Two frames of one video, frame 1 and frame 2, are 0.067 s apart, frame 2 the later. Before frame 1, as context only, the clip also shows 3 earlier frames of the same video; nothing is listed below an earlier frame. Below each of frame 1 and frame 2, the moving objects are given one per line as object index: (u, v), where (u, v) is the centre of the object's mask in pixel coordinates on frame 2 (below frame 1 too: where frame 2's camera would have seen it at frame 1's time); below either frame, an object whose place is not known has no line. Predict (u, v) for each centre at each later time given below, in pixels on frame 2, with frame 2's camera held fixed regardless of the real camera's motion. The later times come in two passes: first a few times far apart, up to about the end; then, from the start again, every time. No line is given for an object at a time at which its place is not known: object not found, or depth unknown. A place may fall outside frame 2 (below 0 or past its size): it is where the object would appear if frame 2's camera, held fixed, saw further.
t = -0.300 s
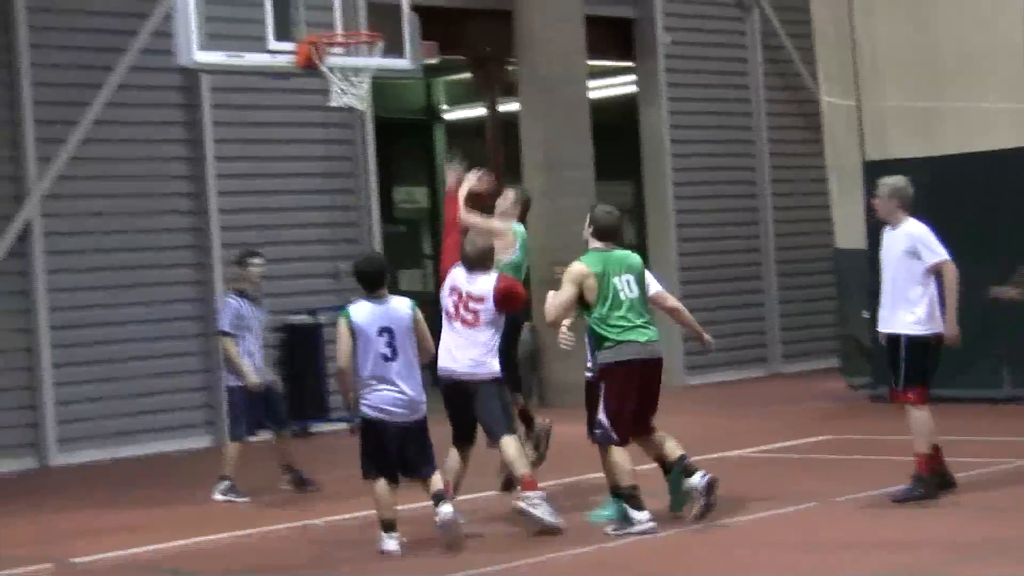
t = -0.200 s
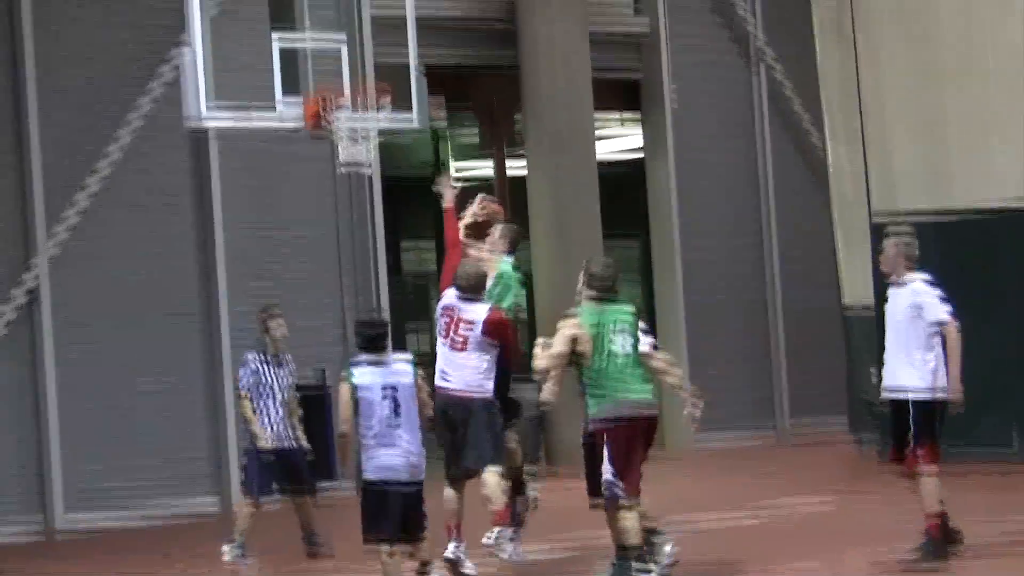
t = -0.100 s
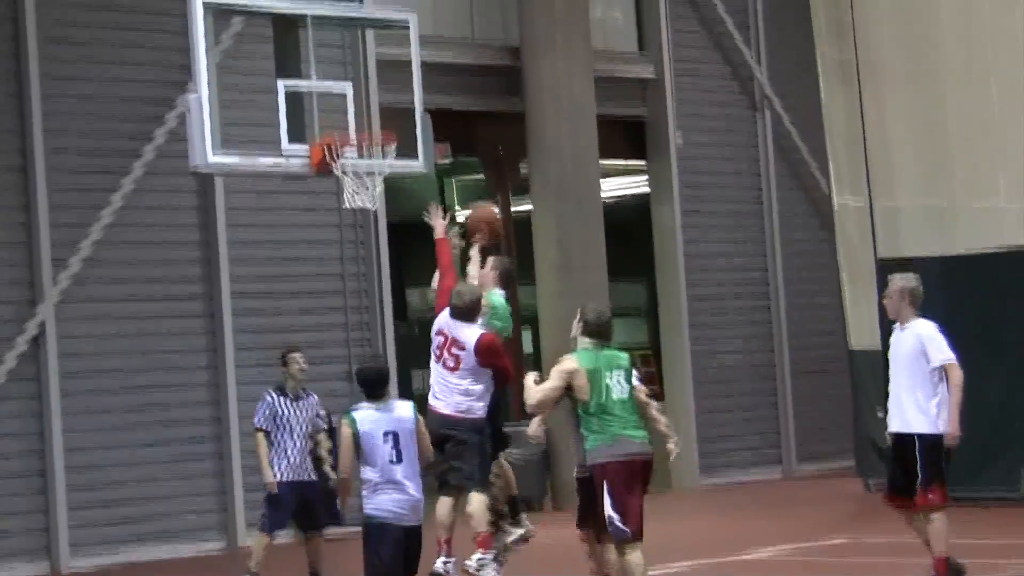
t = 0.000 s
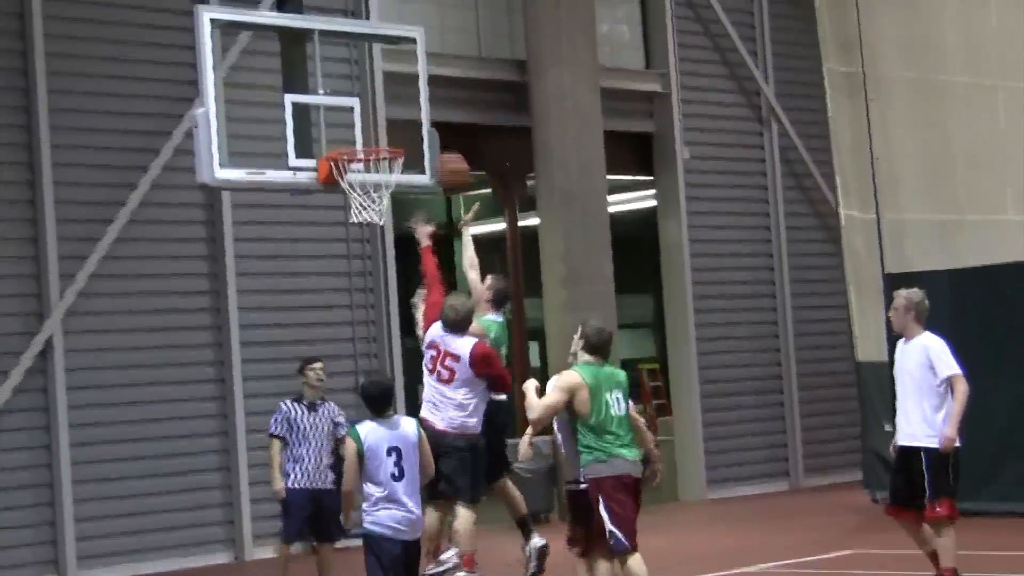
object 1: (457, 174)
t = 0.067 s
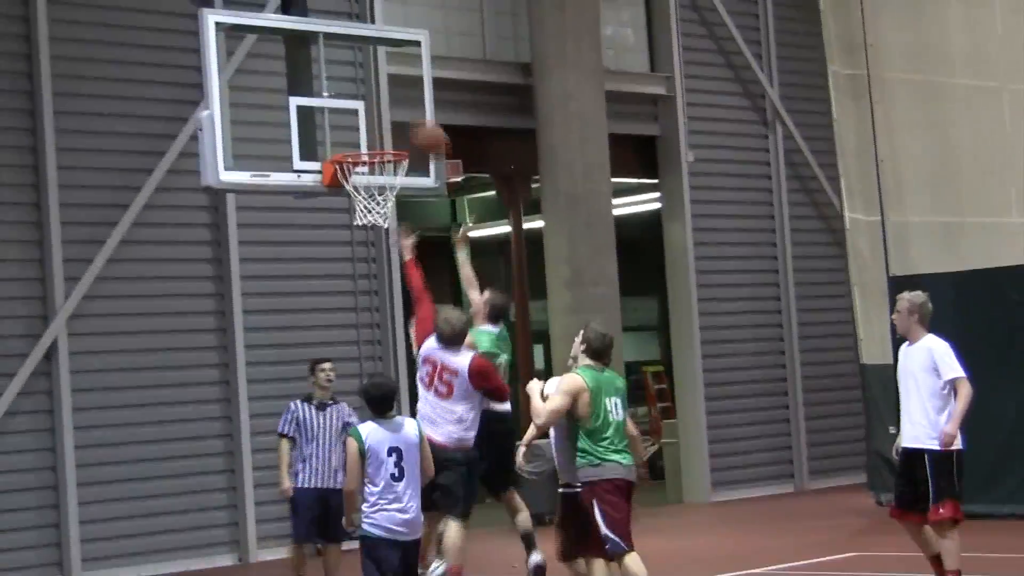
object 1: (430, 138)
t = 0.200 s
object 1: (384, 92)
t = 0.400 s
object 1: (379, 81)
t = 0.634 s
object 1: (378, 133)
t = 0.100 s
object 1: (415, 124)
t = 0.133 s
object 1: (401, 108)
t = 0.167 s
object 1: (389, 100)
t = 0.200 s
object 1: (384, 92)
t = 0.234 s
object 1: (382, 86)
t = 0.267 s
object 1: (381, 82)
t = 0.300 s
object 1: (380, 79)
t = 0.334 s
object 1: (380, 78)
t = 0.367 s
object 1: (379, 78)
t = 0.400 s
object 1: (379, 81)
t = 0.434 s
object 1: (378, 84)
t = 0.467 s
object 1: (378, 89)
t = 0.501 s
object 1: (378, 96)
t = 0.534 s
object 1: (378, 105)
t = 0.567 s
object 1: (378, 116)
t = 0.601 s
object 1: (378, 129)
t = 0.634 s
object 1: (378, 133)
